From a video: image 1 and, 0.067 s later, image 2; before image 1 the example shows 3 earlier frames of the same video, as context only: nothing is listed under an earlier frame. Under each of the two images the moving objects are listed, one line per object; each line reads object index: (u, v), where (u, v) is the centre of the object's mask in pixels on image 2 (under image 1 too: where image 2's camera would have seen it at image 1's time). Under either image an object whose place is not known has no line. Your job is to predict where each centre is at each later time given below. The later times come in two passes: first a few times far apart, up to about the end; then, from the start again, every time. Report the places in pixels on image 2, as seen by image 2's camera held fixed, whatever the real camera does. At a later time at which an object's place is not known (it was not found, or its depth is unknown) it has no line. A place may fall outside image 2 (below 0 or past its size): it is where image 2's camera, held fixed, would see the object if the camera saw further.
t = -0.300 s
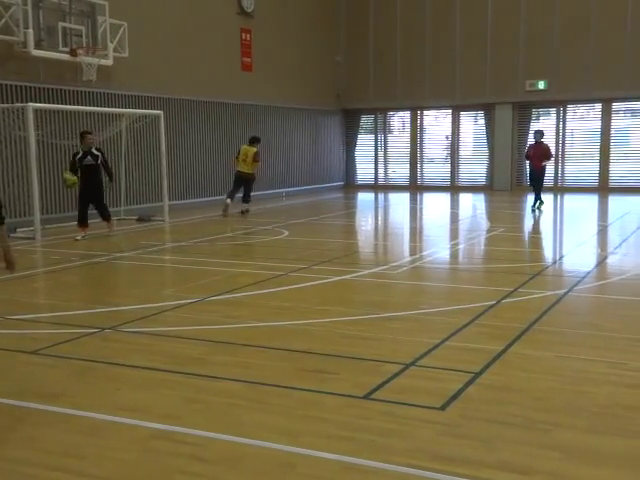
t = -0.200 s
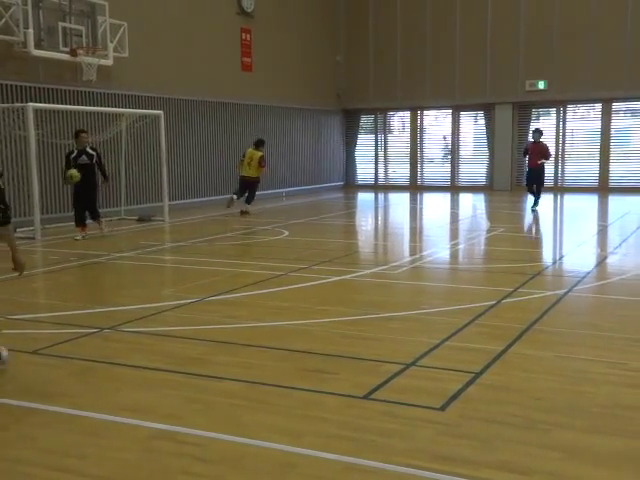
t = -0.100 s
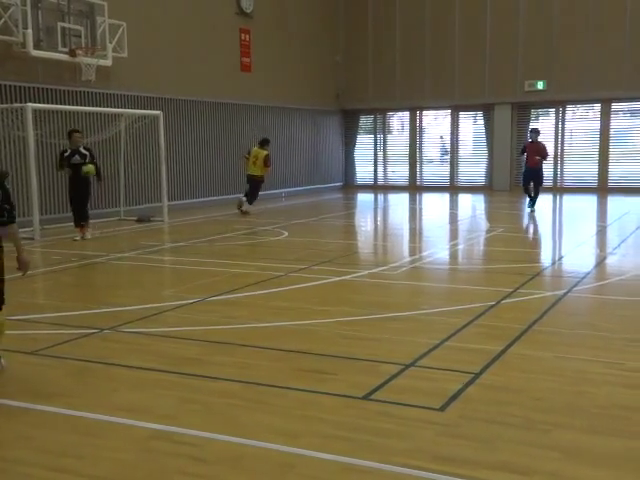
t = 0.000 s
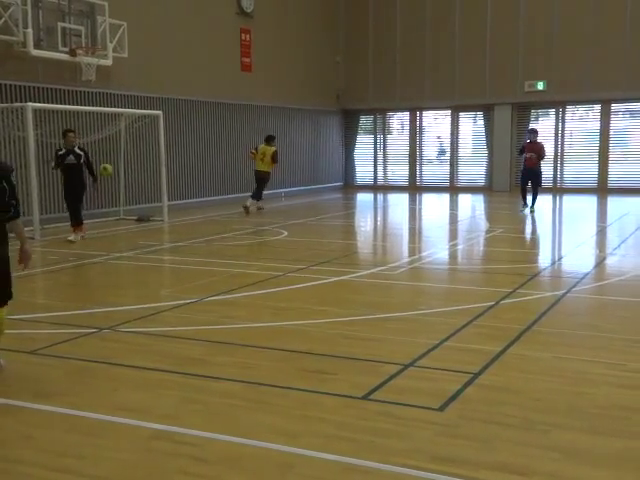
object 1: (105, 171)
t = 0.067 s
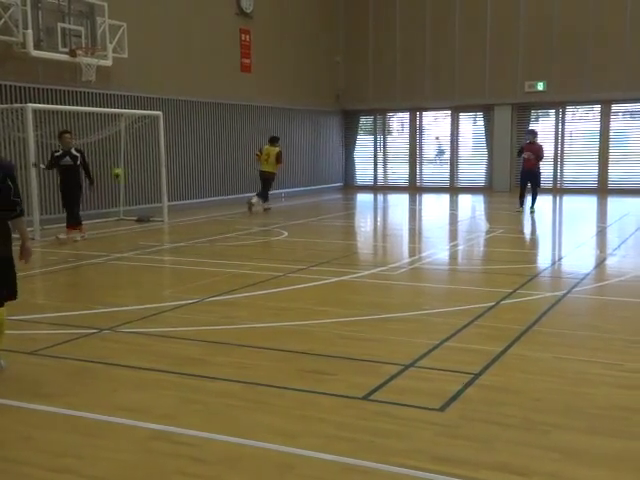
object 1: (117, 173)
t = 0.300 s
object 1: (157, 209)
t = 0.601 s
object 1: (192, 213)
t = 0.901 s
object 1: (222, 229)
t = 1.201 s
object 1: (251, 227)
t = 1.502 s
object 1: (280, 231)
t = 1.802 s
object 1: (307, 231)
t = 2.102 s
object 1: (334, 231)
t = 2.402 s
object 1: (361, 231)
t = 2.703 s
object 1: (387, 230)
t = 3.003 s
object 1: (412, 231)
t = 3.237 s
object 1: (431, 230)
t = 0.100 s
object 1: (123, 178)
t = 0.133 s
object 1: (128, 181)
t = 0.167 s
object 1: (135, 186)
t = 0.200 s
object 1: (139, 189)
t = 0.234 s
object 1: (146, 196)
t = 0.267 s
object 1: (151, 202)
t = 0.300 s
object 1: (157, 209)
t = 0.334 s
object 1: (163, 218)
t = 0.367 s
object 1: (167, 227)
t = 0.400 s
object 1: (171, 232)
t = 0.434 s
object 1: (175, 228)
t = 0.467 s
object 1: (178, 223)
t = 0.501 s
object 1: (182, 218)
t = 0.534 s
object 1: (185, 216)
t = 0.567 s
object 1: (189, 214)
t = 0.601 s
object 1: (192, 213)
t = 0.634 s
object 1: (196, 212)
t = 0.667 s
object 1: (199, 211)
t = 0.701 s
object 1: (202, 211)
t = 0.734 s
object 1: (205, 212)
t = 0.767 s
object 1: (209, 214)
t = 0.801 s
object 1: (212, 217)
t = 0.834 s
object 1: (215, 221)
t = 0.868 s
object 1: (218, 224)
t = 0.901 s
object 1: (222, 229)
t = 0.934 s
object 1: (226, 232)
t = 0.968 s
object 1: (229, 230)
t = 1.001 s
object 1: (233, 226)
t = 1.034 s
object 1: (236, 225)
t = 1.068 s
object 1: (239, 225)
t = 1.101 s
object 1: (242, 224)
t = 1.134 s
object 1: (245, 224)
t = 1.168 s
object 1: (248, 226)
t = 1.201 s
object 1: (251, 227)
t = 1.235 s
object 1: (255, 231)
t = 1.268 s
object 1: (257, 233)
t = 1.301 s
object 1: (260, 229)
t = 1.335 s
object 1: (264, 228)
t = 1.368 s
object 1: (268, 229)
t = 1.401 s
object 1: (270, 230)
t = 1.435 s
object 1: (273, 232)
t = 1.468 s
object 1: (277, 231)
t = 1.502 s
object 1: (280, 231)
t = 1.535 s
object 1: (283, 231)
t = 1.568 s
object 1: (286, 231)
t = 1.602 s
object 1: (289, 231)
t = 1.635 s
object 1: (292, 231)
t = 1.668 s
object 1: (295, 231)
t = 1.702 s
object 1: (297, 231)
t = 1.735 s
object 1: (301, 231)
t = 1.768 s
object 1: (304, 231)
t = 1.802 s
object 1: (307, 231)
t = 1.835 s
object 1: (311, 231)
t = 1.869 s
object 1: (313, 232)
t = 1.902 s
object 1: (316, 232)
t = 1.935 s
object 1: (320, 231)
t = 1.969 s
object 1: (322, 232)
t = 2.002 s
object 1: (325, 232)
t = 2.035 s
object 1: (328, 232)
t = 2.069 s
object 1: (331, 231)
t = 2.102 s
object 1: (334, 231)
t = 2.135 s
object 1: (337, 231)
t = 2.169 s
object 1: (340, 232)
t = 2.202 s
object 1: (342, 232)
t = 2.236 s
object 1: (346, 231)
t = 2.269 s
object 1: (349, 231)
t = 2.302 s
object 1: (352, 231)
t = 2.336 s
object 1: (355, 231)
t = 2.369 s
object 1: (358, 231)
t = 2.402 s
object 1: (361, 231)
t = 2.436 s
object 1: (364, 231)
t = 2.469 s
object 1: (367, 231)
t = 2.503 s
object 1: (369, 230)
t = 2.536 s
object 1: (372, 231)
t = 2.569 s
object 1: (375, 231)
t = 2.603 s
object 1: (378, 230)
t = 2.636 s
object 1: (380, 231)
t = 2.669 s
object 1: (384, 230)
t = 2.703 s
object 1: (387, 230)
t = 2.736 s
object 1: (389, 230)
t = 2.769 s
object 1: (392, 230)
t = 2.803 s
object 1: (395, 230)
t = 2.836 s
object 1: (398, 230)
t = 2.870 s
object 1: (401, 231)
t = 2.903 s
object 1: (403, 231)
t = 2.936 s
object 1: (406, 230)
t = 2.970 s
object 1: (409, 231)
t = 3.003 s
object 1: (412, 231)
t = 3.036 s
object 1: (415, 231)
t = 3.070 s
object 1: (417, 231)
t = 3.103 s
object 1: (420, 230)
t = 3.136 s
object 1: (423, 230)
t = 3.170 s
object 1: (425, 230)
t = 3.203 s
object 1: (428, 230)
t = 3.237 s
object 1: (431, 230)
